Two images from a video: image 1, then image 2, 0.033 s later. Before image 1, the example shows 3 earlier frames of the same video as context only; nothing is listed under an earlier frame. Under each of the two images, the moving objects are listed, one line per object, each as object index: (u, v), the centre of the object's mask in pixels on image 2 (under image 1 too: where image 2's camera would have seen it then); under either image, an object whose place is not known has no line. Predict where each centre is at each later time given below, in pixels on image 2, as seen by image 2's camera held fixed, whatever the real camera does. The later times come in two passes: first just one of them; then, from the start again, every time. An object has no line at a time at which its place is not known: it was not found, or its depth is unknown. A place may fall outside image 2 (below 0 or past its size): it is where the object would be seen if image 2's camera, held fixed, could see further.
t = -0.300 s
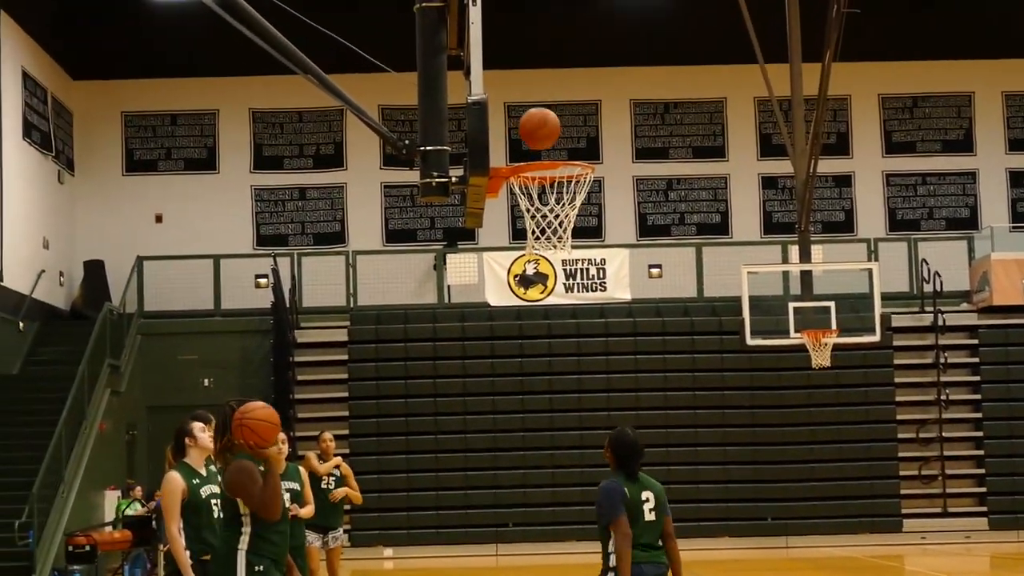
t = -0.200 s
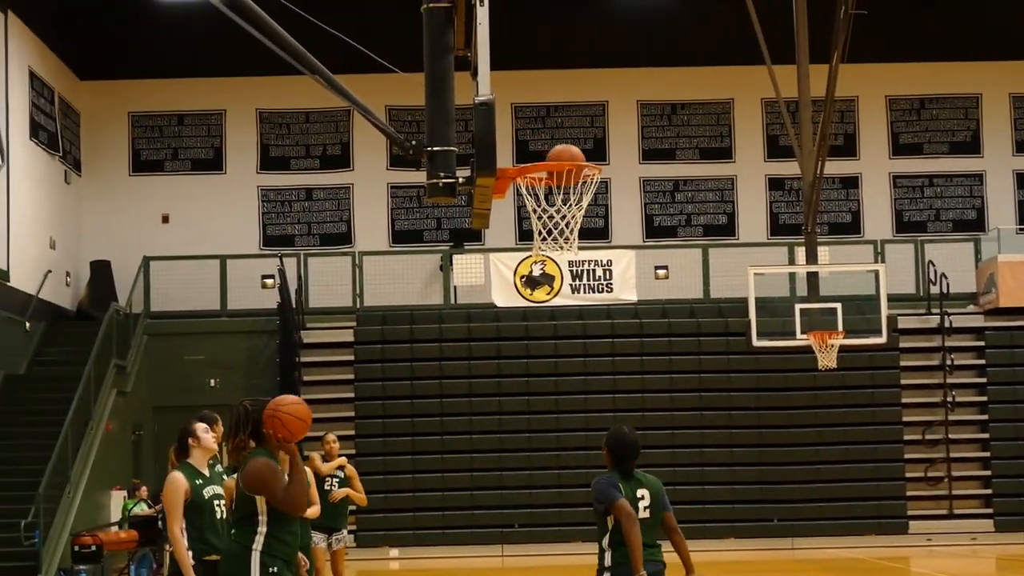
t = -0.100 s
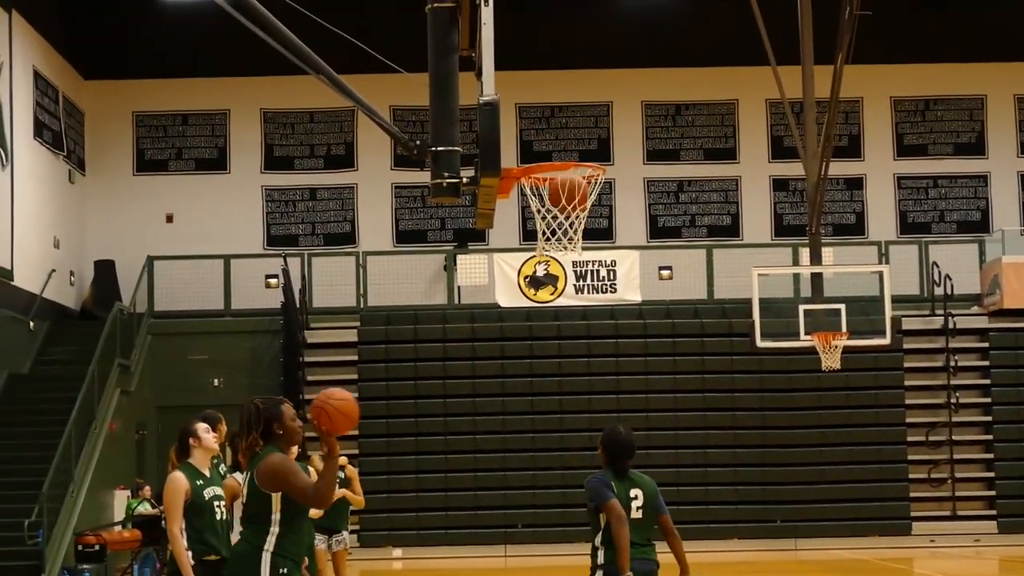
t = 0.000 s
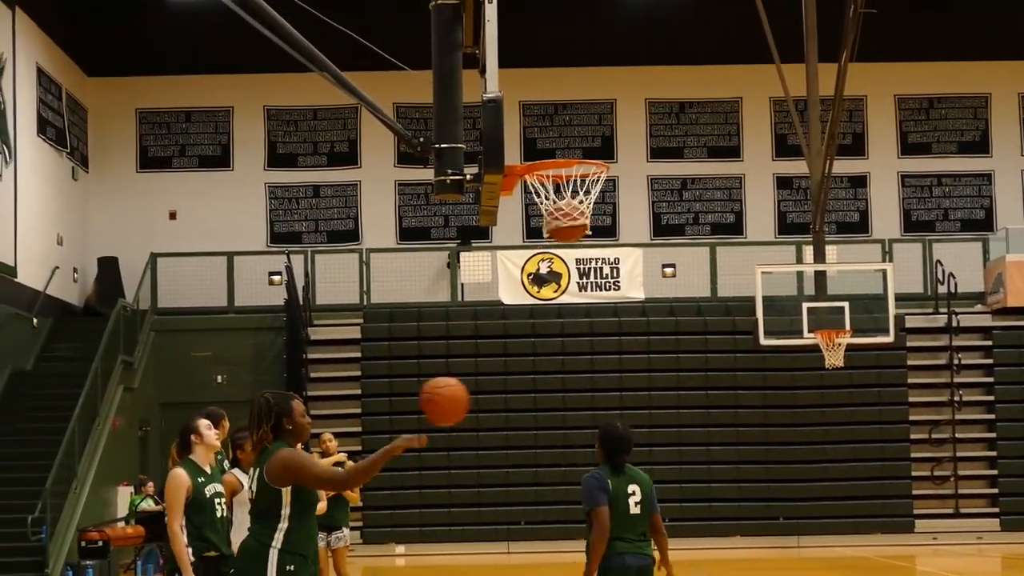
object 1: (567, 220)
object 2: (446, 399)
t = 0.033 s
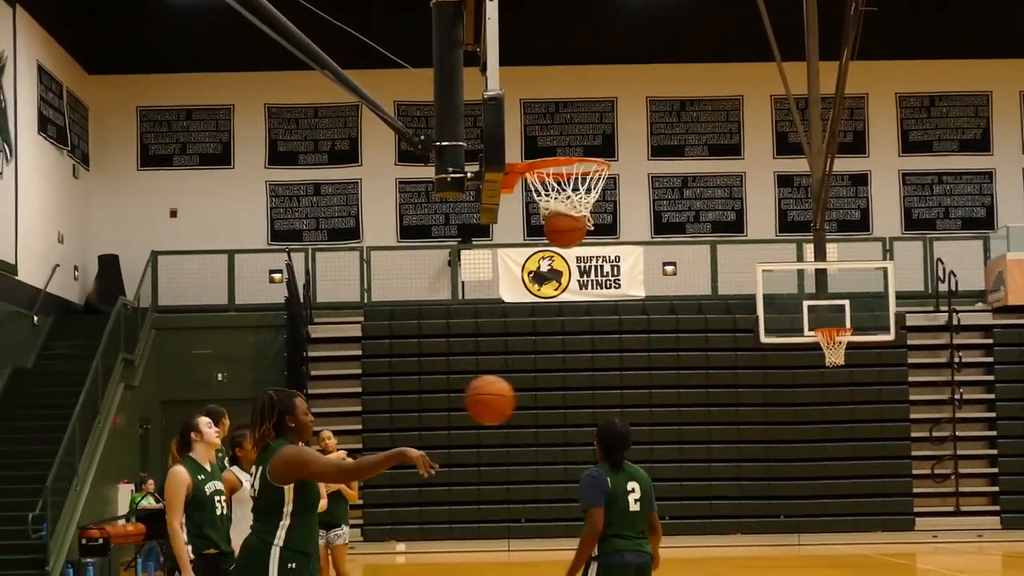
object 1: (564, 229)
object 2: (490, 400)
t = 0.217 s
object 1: (555, 312)
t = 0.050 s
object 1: (564, 232)
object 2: (513, 401)
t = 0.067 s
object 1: (563, 238)
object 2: (535, 405)
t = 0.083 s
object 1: (561, 244)
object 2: (557, 409)
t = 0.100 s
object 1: (560, 251)
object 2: (580, 414)
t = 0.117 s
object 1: (559, 257)
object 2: (604, 416)
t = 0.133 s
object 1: (558, 266)
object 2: (626, 424)
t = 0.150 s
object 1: (558, 275)
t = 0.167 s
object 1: (558, 282)
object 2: (674, 433)
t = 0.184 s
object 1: (557, 292)
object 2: (696, 440)
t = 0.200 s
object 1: (555, 301)
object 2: (719, 446)
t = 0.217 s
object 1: (555, 312)
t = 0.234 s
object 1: (554, 320)
